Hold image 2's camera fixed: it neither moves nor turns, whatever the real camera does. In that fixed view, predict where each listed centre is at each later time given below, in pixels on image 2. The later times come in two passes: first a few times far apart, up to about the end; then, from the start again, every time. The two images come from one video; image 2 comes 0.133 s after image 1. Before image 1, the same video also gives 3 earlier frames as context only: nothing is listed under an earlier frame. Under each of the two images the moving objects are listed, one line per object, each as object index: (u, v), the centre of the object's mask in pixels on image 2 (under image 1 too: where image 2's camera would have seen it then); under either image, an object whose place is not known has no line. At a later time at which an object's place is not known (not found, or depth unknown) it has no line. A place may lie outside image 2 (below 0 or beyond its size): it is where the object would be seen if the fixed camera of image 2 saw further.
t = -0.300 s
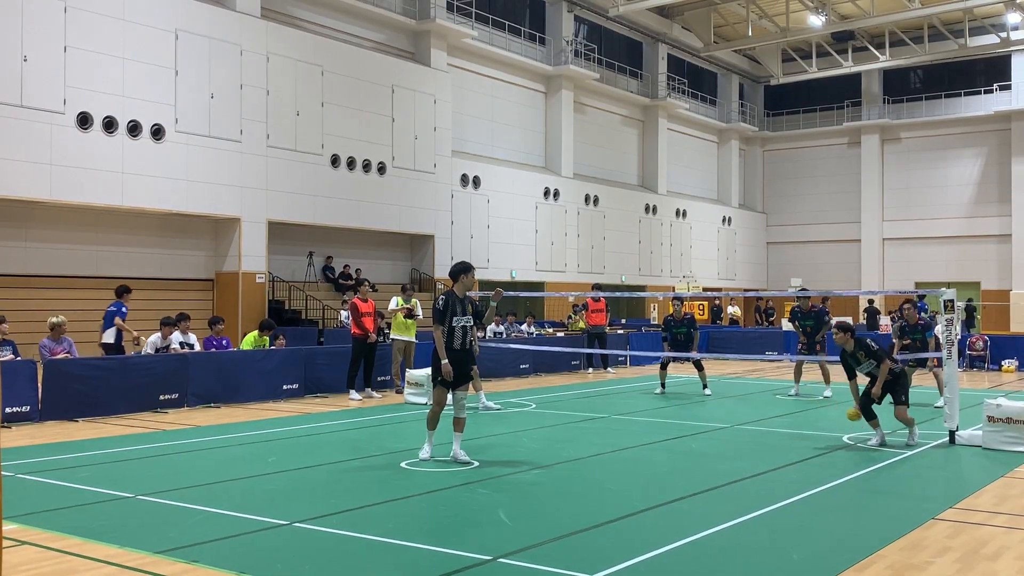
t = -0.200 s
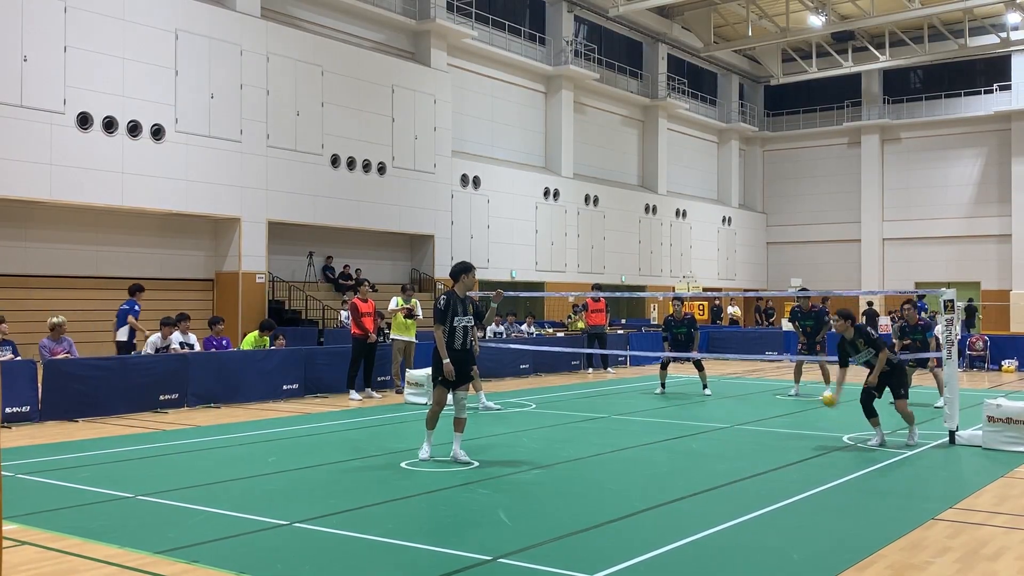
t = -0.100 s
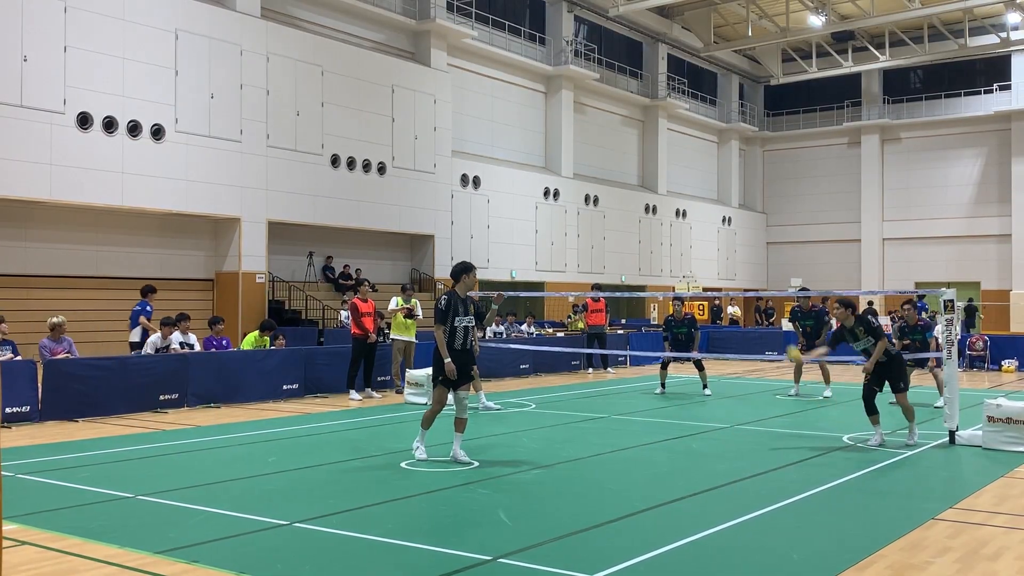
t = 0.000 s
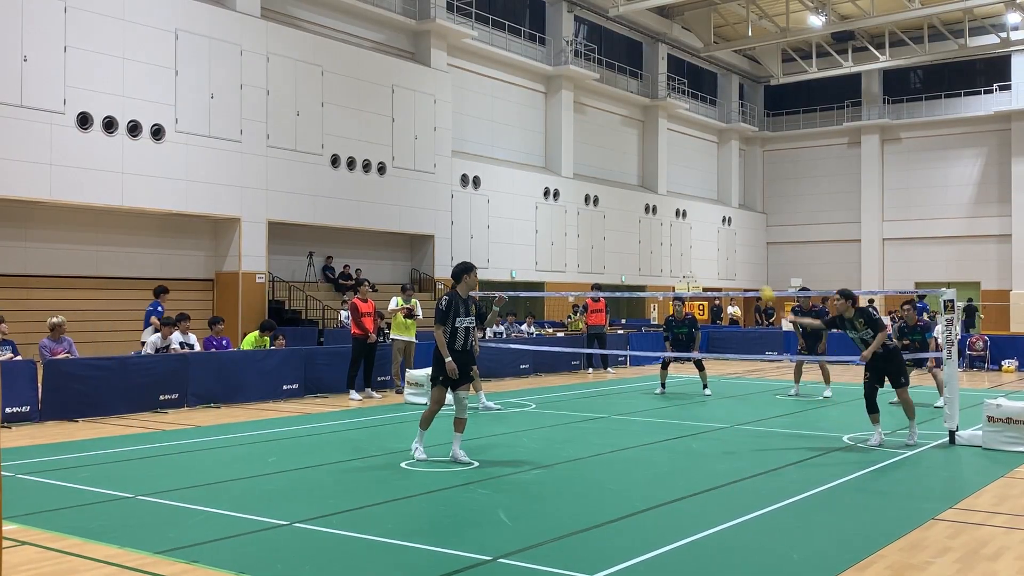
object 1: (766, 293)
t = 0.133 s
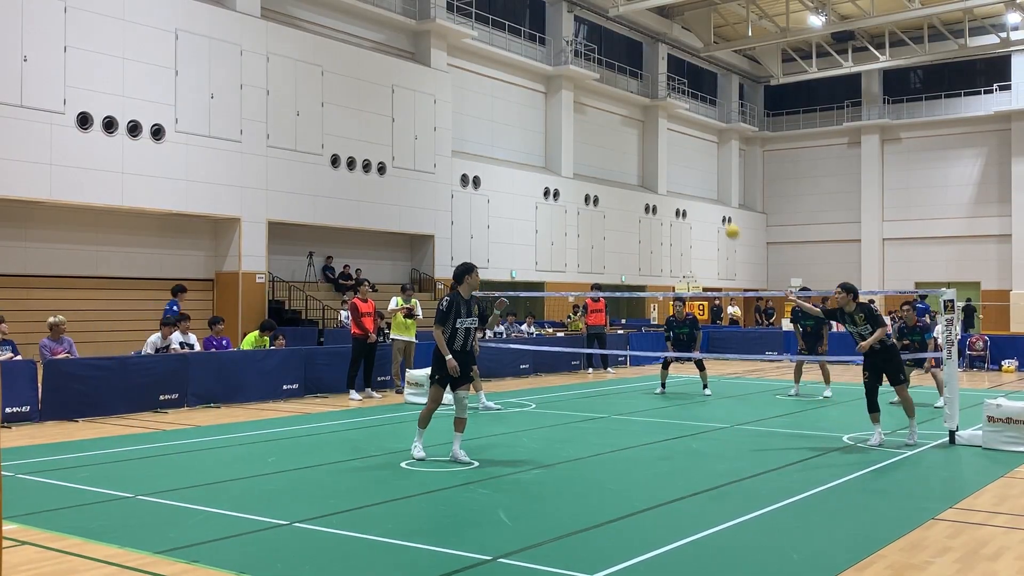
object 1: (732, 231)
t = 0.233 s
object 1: (706, 194)
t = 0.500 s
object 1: (634, 147)
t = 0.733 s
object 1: (570, 165)
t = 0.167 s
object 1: (723, 218)
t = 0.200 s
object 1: (715, 205)
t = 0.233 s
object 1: (706, 194)
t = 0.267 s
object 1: (697, 185)
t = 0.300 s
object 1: (688, 176)
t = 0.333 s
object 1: (679, 168)
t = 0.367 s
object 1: (671, 162)
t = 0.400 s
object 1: (661, 156)
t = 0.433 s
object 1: (652, 152)
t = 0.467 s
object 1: (644, 148)
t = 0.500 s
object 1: (634, 147)
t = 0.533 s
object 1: (625, 146)
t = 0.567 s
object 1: (616, 146)
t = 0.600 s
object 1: (607, 148)
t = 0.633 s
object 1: (598, 150)
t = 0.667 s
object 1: (588, 154)
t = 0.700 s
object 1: (579, 159)
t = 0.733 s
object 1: (570, 165)
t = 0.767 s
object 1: (560, 173)
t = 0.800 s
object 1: (551, 182)
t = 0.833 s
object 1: (542, 192)
